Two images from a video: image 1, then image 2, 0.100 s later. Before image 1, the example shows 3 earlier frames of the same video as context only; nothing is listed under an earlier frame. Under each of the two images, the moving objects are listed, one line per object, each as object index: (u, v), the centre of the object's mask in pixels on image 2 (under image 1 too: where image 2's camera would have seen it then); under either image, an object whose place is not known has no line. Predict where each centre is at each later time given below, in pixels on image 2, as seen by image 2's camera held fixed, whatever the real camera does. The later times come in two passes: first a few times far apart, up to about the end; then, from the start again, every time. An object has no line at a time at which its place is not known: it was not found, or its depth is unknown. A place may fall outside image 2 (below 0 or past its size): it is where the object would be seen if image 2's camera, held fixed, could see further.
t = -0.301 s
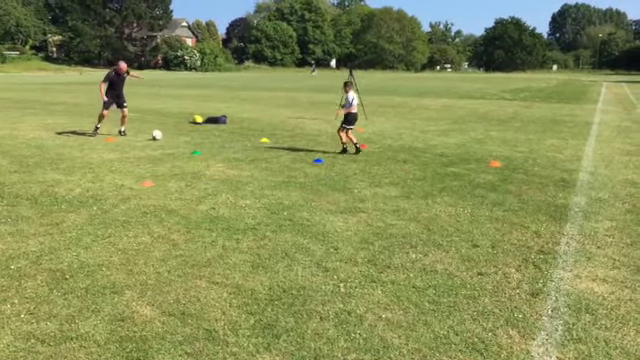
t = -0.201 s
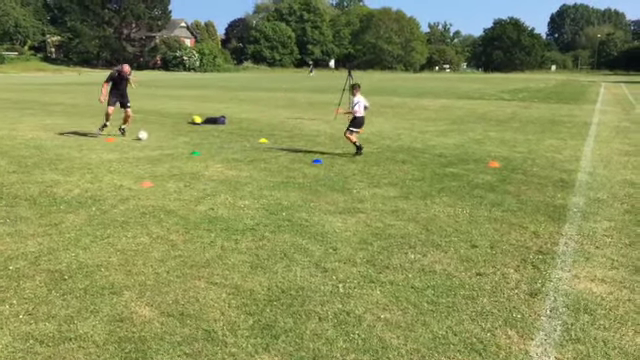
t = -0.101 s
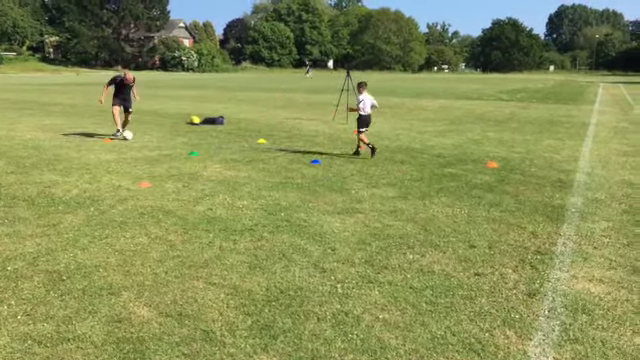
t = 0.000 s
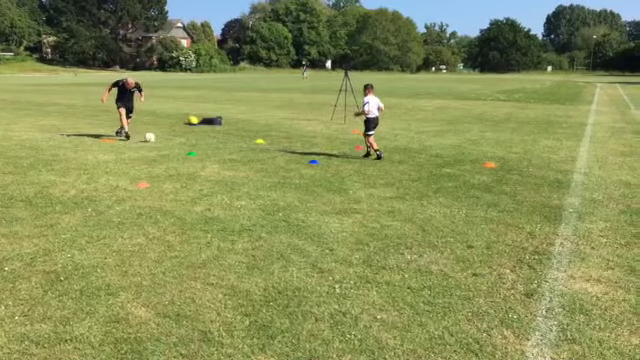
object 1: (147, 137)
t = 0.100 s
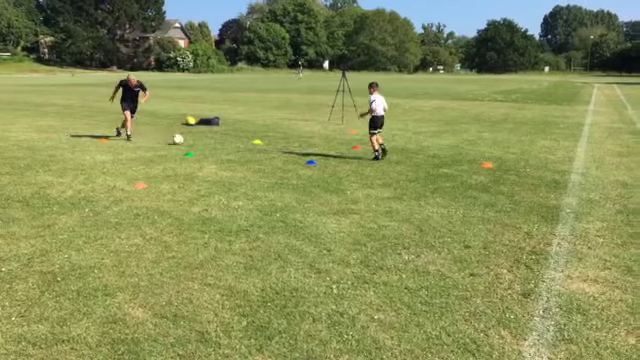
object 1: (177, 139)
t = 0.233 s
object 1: (216, 142)
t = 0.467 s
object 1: (275, 146)
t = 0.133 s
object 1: (187, 140)
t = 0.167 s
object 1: (198, 142)
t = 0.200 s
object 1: (207, 142)
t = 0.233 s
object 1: (216, 142)
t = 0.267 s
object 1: (225, 143)
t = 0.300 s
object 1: (235, 144)
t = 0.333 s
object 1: (244, 146)
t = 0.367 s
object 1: (252, 145)
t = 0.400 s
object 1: (259, 145)
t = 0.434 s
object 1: (267, 145)
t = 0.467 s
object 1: (275, 146)
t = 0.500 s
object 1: (283, 147)
